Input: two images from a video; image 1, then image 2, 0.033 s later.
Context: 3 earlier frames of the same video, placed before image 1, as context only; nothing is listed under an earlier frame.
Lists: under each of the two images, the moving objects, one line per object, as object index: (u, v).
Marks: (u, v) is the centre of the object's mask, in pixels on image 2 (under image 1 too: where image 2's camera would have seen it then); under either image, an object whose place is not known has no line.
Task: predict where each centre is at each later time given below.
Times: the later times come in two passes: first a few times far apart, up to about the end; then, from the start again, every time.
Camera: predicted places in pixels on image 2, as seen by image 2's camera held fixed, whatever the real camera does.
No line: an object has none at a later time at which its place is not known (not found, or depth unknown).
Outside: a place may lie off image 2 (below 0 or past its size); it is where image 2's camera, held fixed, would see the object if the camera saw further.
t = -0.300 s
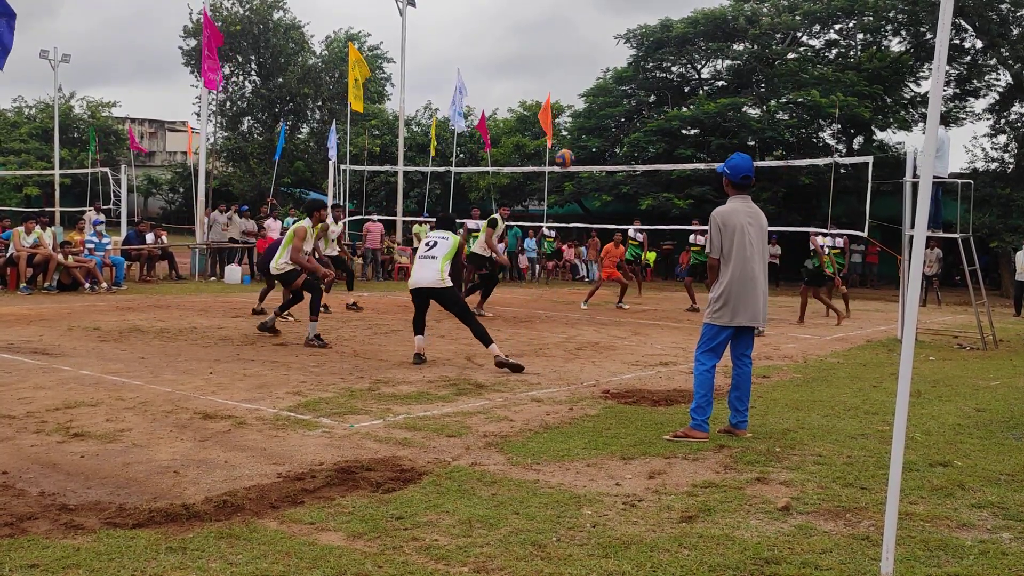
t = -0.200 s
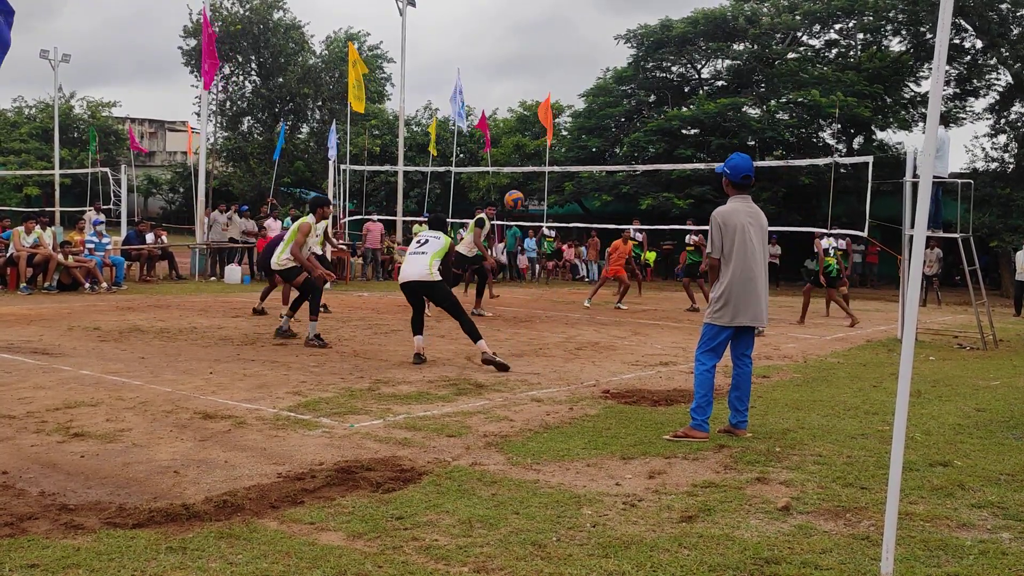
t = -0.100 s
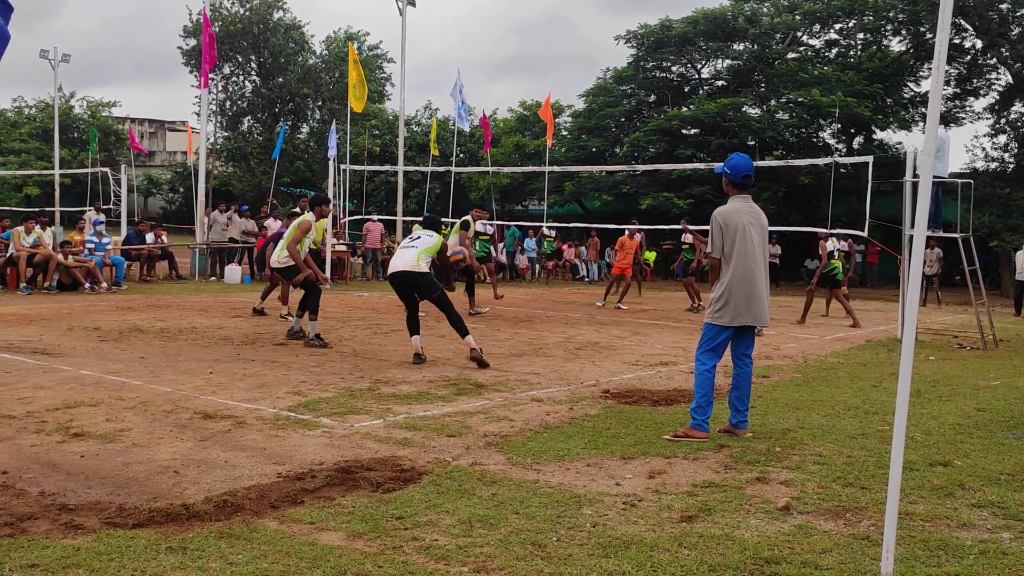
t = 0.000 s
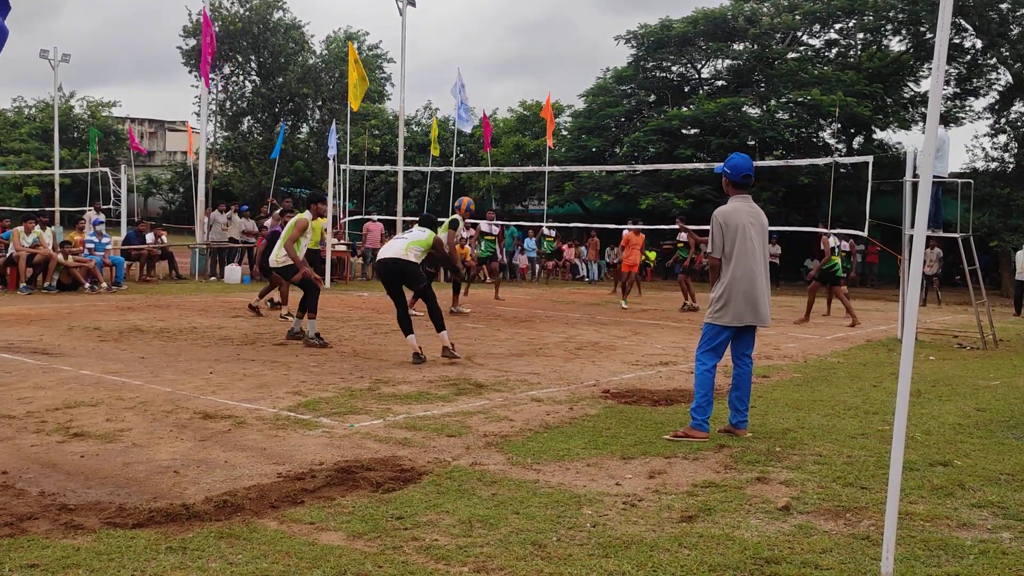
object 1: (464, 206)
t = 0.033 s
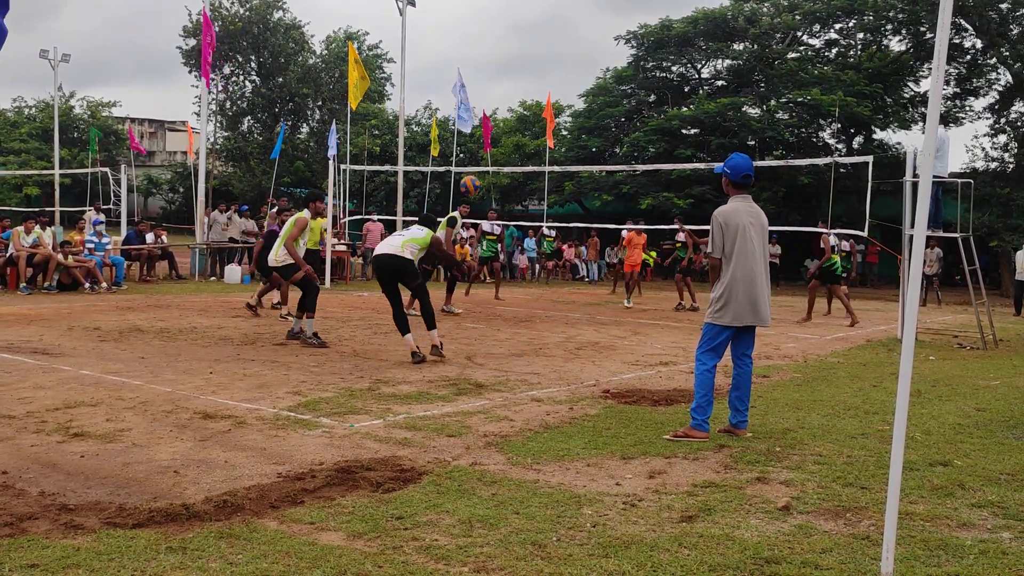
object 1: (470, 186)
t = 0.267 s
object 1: (504, 74)
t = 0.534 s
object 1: (534, 16)
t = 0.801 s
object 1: (557, 20)
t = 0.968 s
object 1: (570, 48)
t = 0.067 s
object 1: (475, 165)
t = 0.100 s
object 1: (480, 147)
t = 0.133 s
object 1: (486, 130)
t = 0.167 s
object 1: (491, 114)
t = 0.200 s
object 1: (495, 100)
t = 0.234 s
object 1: (499, 86)
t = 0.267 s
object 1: (504, 74)
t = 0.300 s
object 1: (508, 63)
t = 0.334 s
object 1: (512, 54)
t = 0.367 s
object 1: (516, 45)
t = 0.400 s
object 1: (520, 37)
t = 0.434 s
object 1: (524, 31)
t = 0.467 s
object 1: (527, 25)
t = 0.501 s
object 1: (530, 20)
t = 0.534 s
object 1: (534, 16)
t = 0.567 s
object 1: (537, 14)
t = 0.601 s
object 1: (540, 12)
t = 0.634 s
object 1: (543, 12)
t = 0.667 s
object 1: (546, 12)
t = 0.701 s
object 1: (549, 13)
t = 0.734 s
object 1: (552, 14)
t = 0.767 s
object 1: (555, 16)
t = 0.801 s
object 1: (557, 20)
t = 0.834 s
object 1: (560, 24)
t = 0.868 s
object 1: (562, 29)
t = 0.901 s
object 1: (565, 34)
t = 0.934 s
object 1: (567, 41)
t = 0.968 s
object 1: (570, 48)
